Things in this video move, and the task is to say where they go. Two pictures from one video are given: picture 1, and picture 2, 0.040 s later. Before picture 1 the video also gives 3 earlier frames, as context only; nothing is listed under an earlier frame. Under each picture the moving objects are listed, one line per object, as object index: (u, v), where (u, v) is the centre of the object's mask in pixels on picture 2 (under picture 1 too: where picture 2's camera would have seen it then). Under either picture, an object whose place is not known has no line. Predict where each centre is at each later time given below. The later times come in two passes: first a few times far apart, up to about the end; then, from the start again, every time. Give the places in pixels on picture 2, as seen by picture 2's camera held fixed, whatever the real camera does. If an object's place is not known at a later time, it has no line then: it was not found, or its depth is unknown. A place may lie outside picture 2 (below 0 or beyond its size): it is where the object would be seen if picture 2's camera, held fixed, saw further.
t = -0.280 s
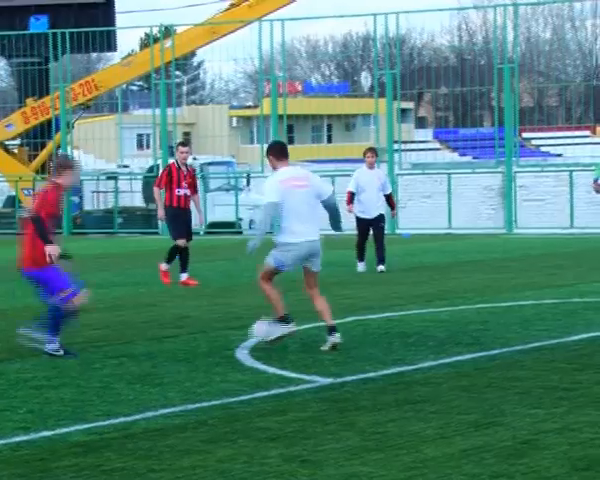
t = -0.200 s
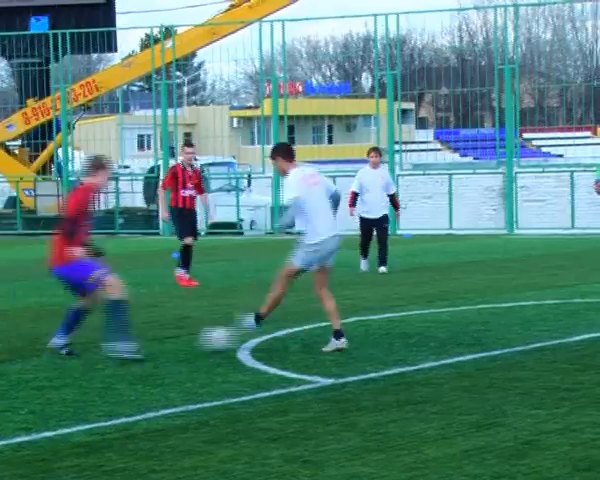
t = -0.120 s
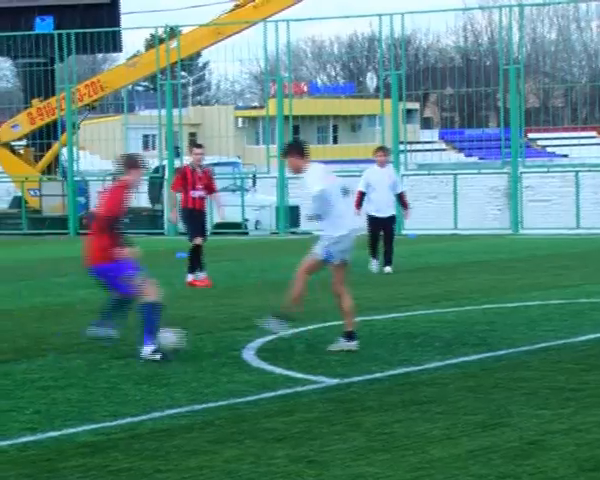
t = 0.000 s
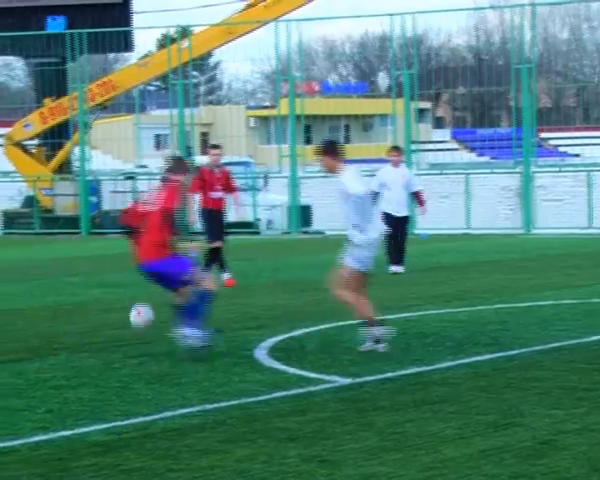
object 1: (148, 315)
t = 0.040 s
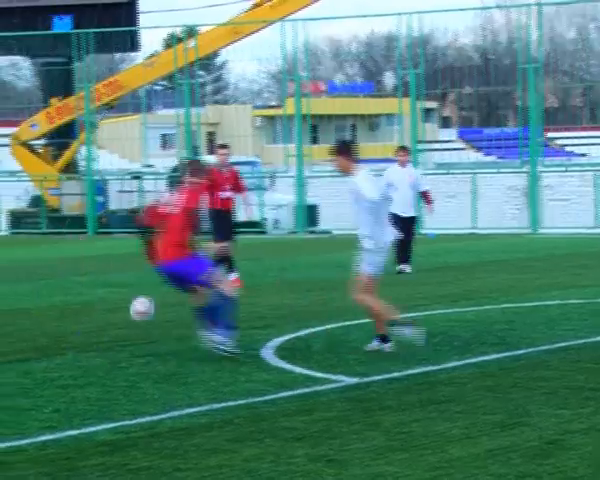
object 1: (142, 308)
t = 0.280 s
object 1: (107, 304)
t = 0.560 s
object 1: (48, 326)
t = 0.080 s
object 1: (136, 301)
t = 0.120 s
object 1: (130, 299)
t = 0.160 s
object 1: (125, 297)
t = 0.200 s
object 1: (119, 298)
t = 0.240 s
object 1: (114, 301)
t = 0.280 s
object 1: (107, 304)
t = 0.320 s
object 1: (104, 311)
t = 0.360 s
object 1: (99, 319)
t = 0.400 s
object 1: (94, 330)
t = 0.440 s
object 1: (85, 331)
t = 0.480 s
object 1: (72, 328)
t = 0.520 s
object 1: (60, 326)
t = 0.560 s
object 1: (48, 326)
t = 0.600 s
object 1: (36, 328)
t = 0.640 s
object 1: (24, 331)
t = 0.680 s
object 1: (11, 333)
